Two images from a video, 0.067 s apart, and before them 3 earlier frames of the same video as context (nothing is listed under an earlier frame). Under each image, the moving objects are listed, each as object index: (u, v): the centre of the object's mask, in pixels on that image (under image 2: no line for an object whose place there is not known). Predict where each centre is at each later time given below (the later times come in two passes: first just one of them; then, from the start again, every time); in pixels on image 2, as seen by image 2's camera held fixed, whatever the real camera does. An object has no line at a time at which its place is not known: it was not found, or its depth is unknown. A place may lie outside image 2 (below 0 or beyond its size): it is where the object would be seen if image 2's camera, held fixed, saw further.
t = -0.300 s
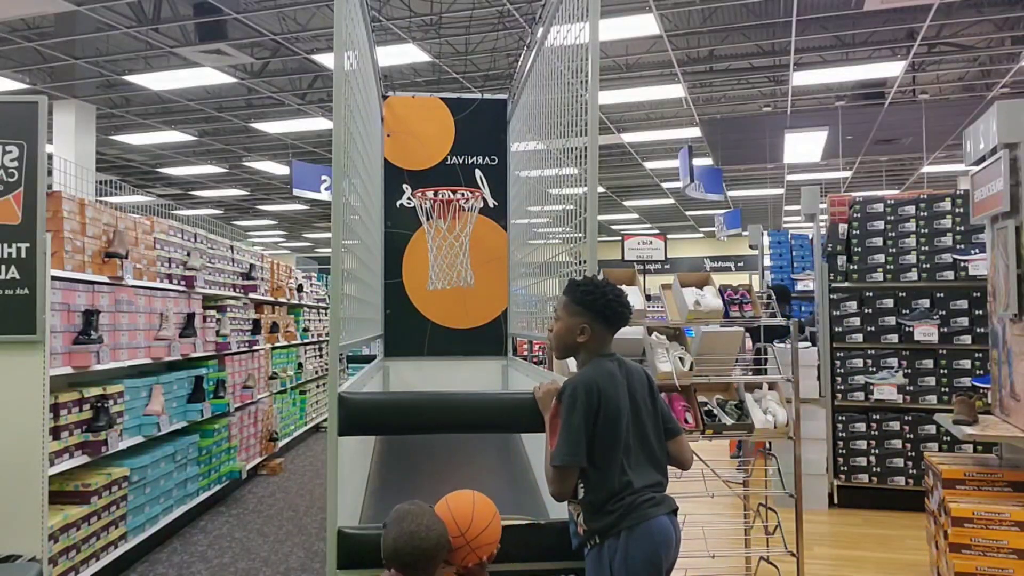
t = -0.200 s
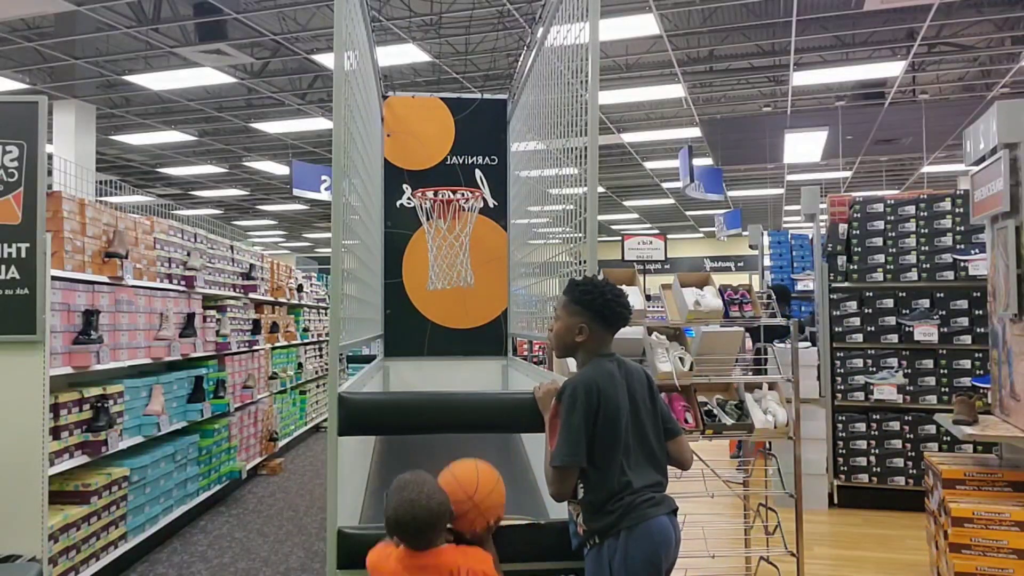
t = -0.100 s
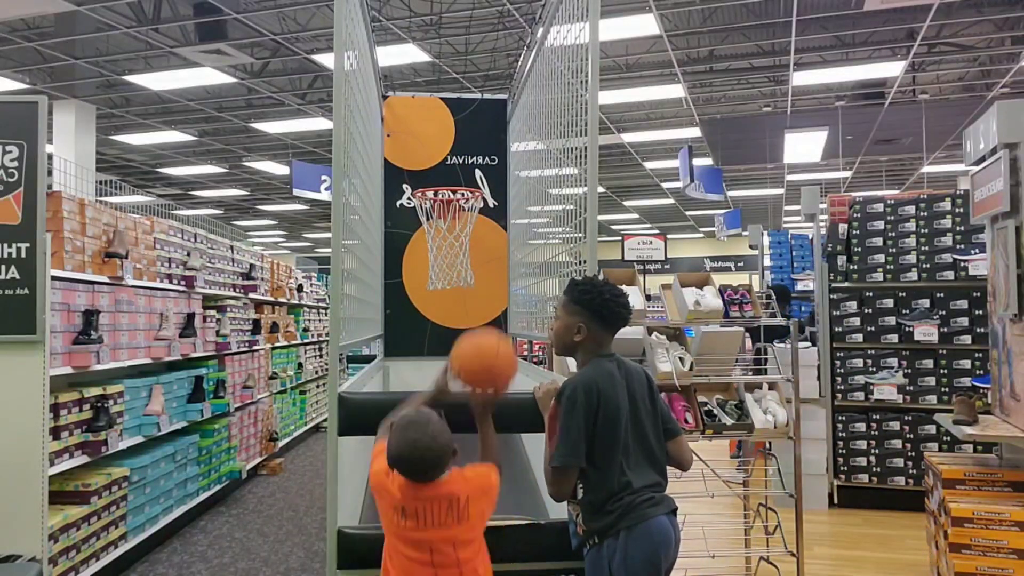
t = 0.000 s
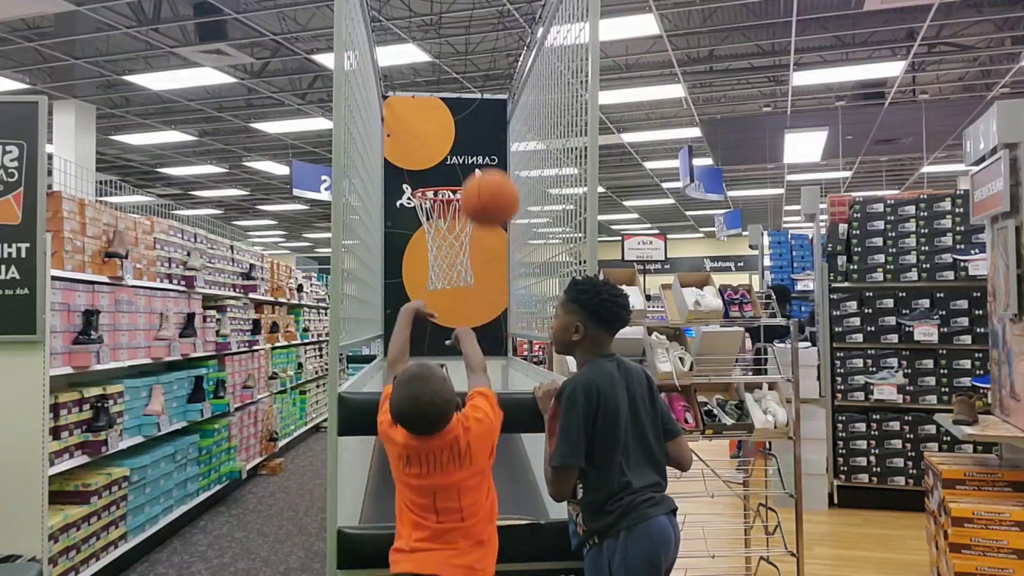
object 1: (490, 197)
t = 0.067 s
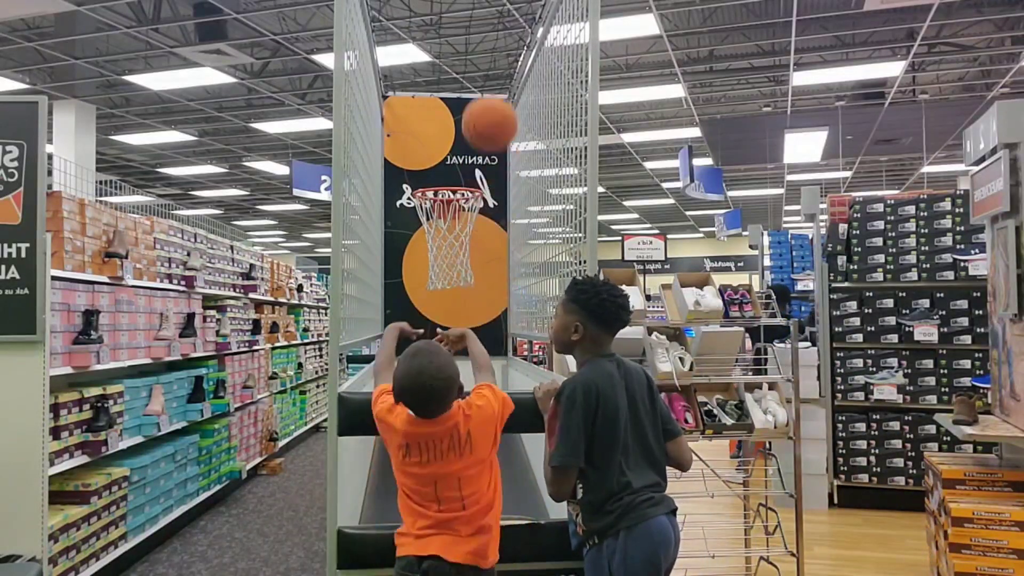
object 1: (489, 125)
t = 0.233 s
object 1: (492, 20)
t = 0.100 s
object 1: (490, 93)
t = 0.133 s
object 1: (490, 68)
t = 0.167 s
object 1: (491, 47)
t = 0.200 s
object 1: (491, 30)
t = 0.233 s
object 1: (492, 20)
